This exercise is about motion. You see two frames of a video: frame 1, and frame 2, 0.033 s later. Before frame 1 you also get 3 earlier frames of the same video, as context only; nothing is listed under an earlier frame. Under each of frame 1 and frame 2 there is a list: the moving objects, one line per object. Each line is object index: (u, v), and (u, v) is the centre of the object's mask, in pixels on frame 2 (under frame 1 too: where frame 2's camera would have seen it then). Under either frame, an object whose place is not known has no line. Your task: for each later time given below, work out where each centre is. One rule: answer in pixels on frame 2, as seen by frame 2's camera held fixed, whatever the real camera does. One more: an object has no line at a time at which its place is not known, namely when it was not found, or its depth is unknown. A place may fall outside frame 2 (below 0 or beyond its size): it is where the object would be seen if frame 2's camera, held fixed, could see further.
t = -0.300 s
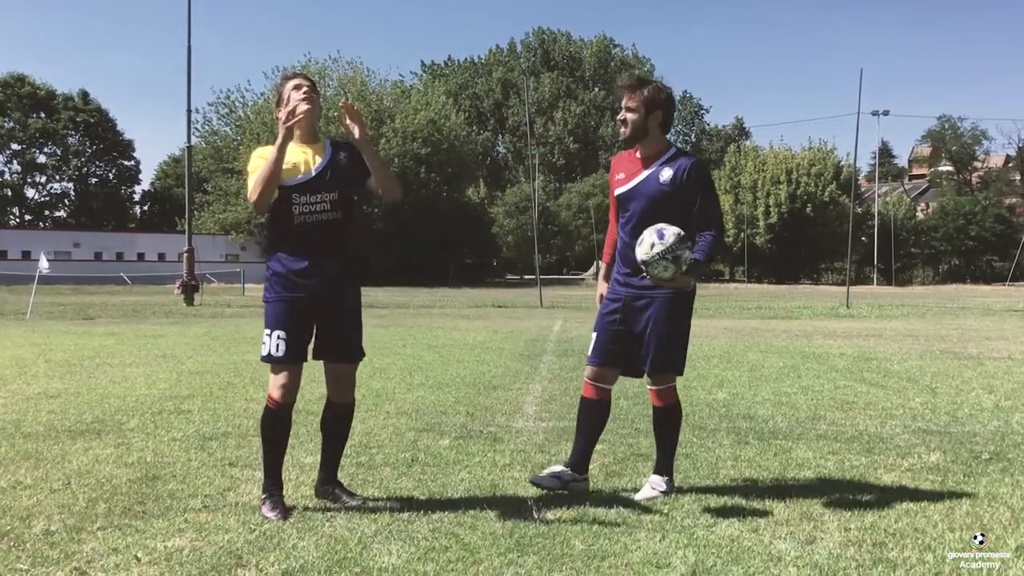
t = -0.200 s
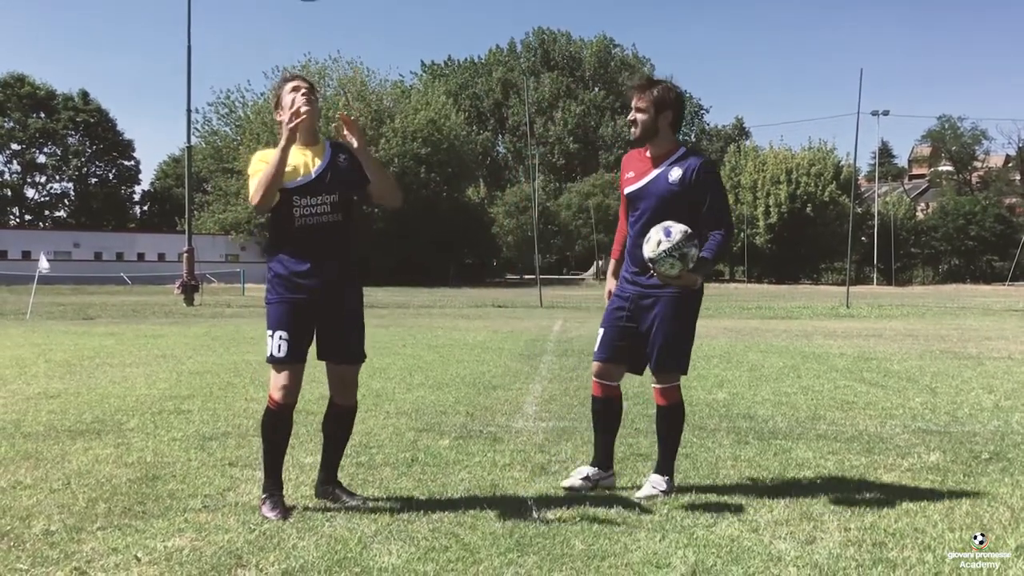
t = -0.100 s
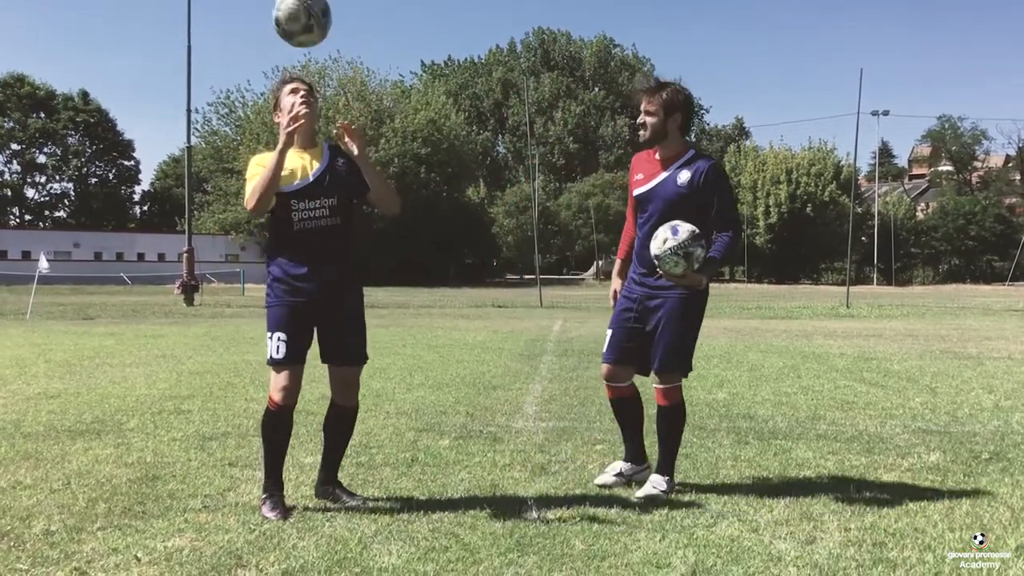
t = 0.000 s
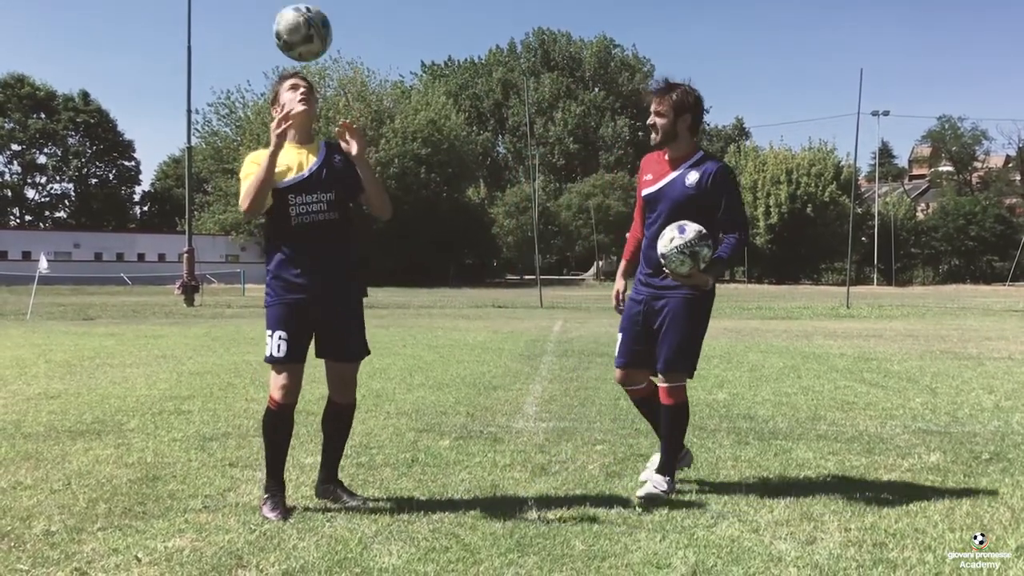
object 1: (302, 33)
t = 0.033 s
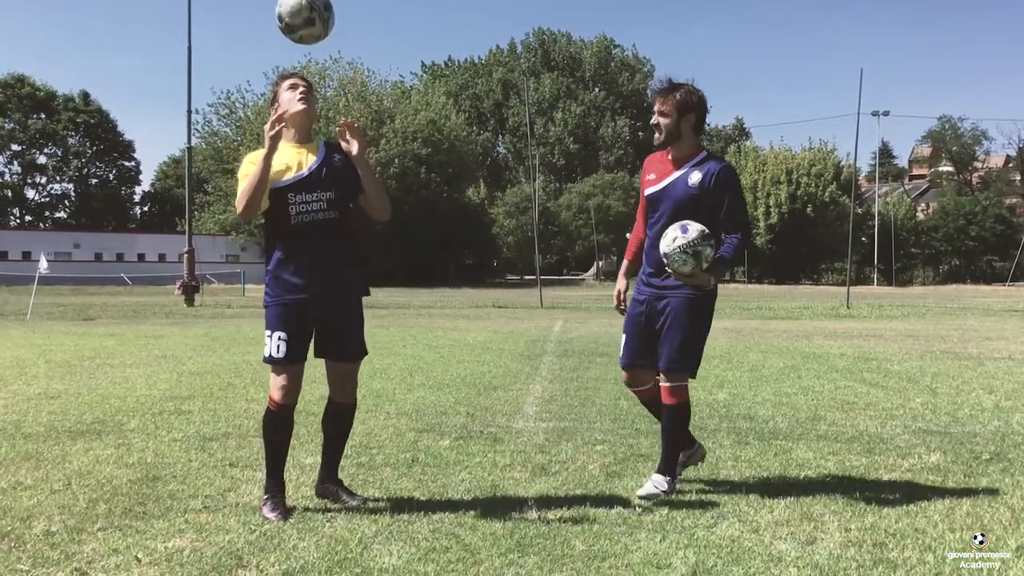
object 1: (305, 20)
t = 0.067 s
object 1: (308, 13)
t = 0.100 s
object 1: (310, 7)
